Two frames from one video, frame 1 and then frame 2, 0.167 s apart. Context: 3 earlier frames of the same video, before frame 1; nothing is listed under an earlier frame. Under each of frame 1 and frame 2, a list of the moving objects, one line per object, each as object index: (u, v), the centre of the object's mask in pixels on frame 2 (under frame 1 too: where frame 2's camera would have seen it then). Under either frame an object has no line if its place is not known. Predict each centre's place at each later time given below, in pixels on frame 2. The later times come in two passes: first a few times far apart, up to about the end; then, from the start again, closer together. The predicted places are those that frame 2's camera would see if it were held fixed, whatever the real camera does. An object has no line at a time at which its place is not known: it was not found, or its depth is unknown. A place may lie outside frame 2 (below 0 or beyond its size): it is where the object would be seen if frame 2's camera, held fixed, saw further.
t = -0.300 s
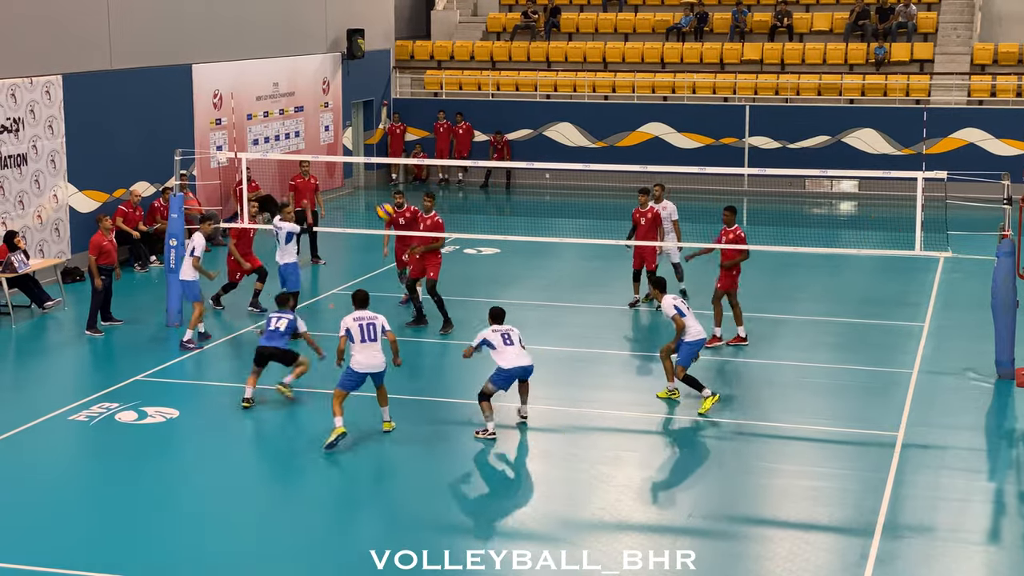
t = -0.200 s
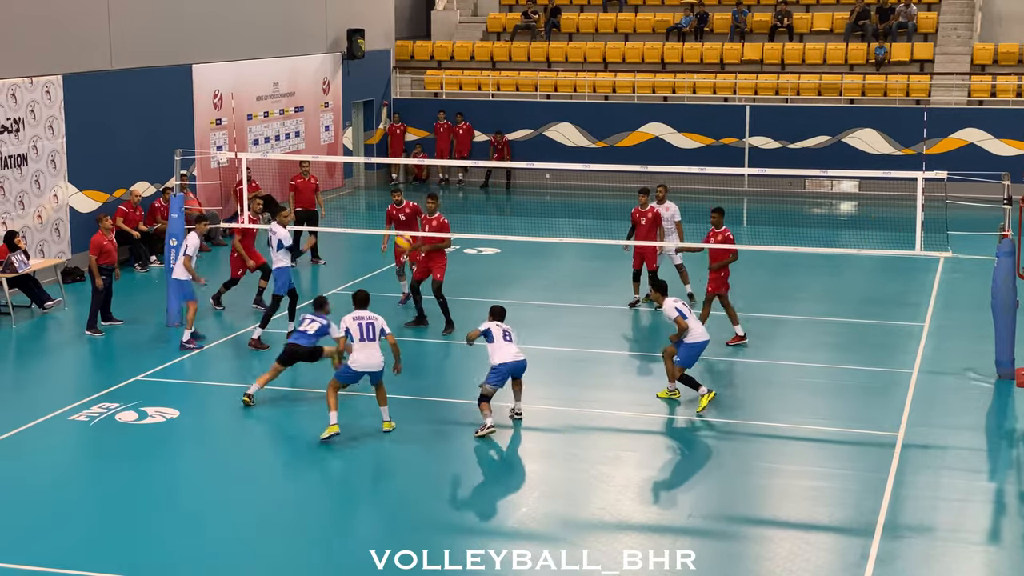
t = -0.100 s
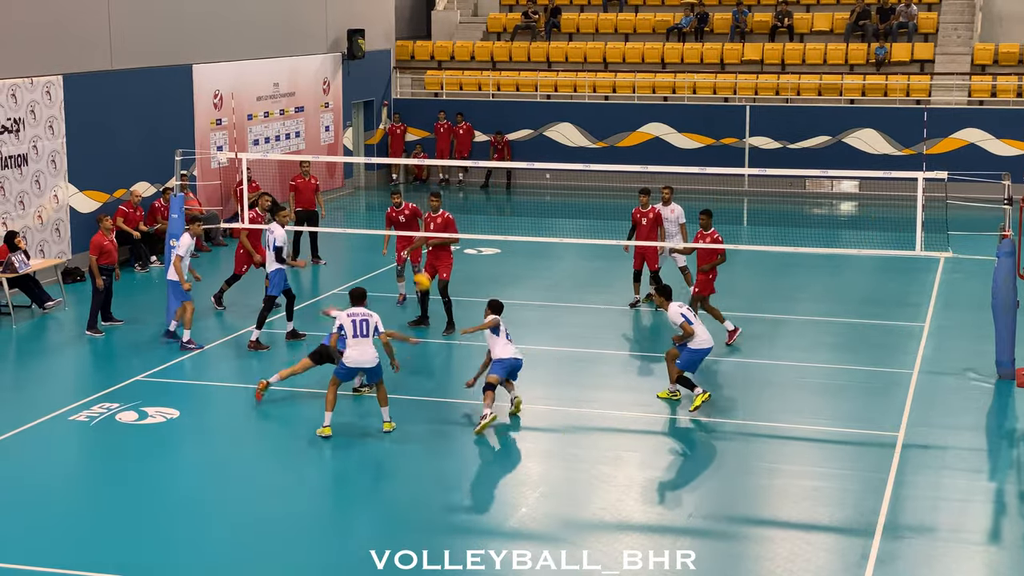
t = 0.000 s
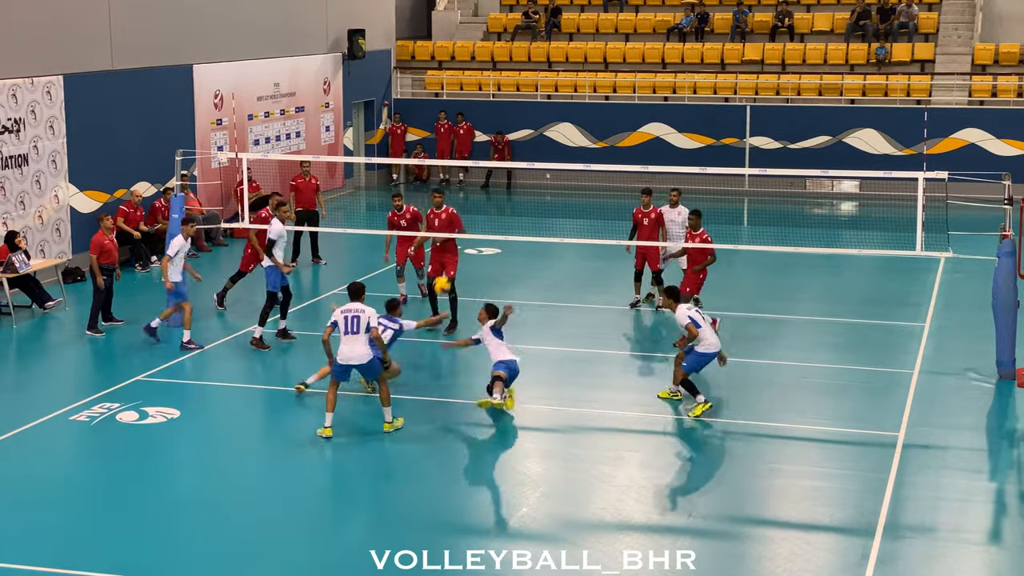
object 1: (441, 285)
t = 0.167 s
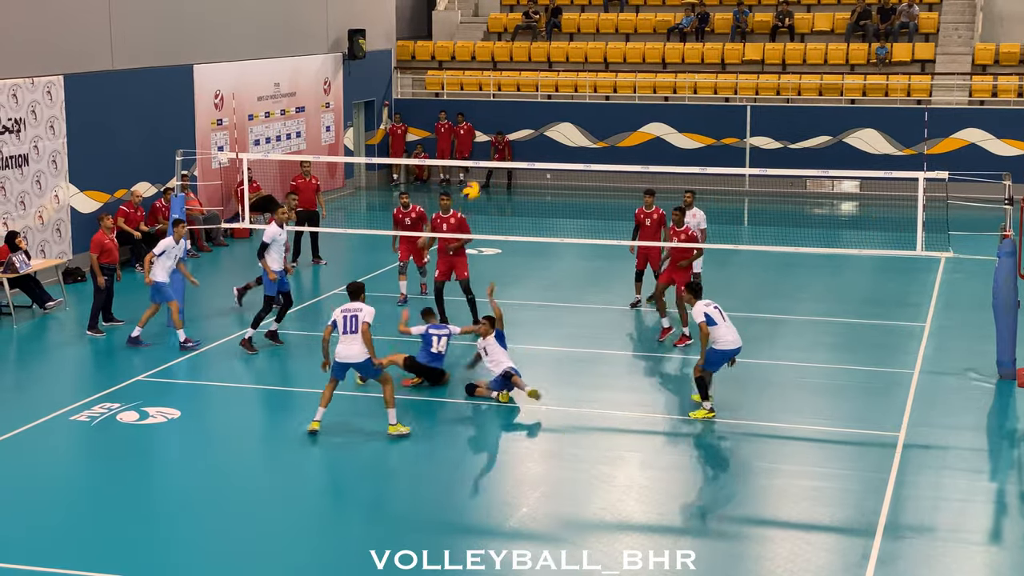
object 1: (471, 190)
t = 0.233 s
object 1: (484, 158)
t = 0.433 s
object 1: (518, 88)
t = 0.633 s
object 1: (552, 50)
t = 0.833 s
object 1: (585, 46)
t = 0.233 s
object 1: (484, 158)
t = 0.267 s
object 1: (490, 144)
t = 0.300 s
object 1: (495, 132)
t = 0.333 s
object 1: (501, 120)
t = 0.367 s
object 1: (507, 108)
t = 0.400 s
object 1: (512, 97)
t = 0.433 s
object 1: (518, 88)
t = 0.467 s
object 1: (523, 80)
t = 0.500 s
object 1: (530, 72)
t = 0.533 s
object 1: (535, 65)
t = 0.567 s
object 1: (541, 59)
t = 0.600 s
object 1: (546, 54)
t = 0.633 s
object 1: (552, 50)
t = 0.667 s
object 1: (558, 47)
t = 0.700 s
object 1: (563, 45)
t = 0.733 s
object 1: (568, 44)
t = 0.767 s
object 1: (574, 43)
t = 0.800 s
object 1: (580, 44)
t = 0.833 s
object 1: (585, 46)
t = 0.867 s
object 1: (591, 49)
